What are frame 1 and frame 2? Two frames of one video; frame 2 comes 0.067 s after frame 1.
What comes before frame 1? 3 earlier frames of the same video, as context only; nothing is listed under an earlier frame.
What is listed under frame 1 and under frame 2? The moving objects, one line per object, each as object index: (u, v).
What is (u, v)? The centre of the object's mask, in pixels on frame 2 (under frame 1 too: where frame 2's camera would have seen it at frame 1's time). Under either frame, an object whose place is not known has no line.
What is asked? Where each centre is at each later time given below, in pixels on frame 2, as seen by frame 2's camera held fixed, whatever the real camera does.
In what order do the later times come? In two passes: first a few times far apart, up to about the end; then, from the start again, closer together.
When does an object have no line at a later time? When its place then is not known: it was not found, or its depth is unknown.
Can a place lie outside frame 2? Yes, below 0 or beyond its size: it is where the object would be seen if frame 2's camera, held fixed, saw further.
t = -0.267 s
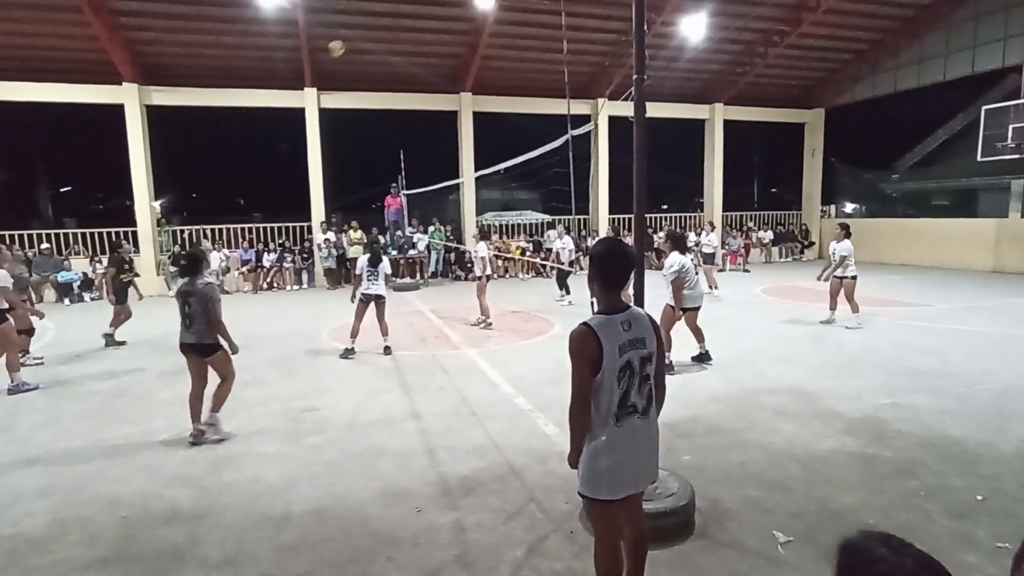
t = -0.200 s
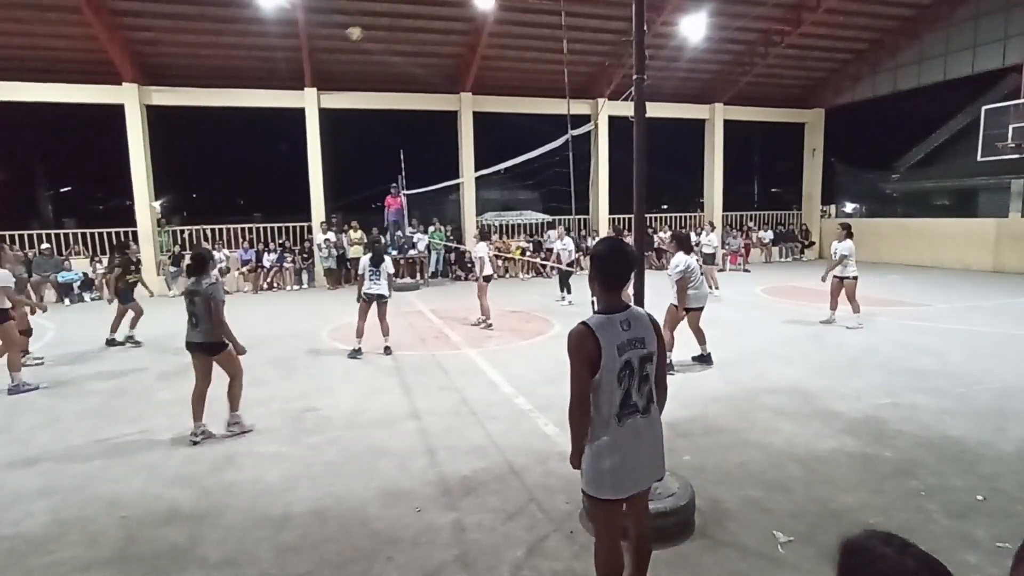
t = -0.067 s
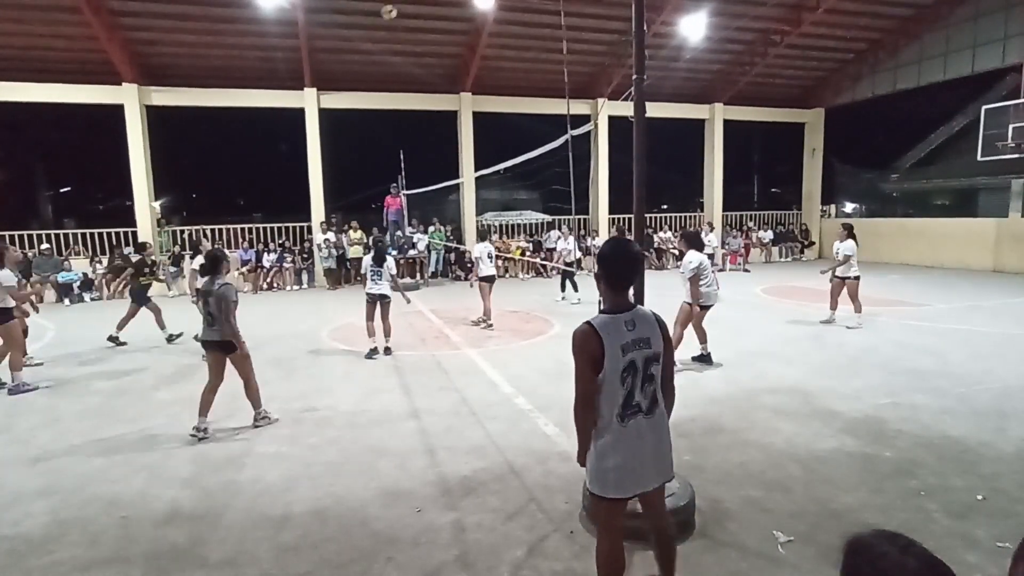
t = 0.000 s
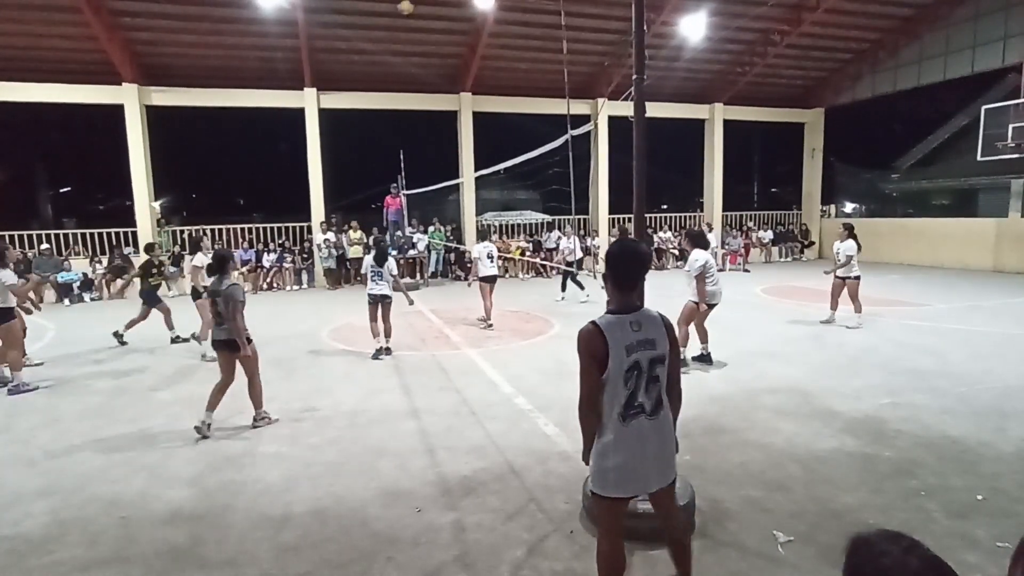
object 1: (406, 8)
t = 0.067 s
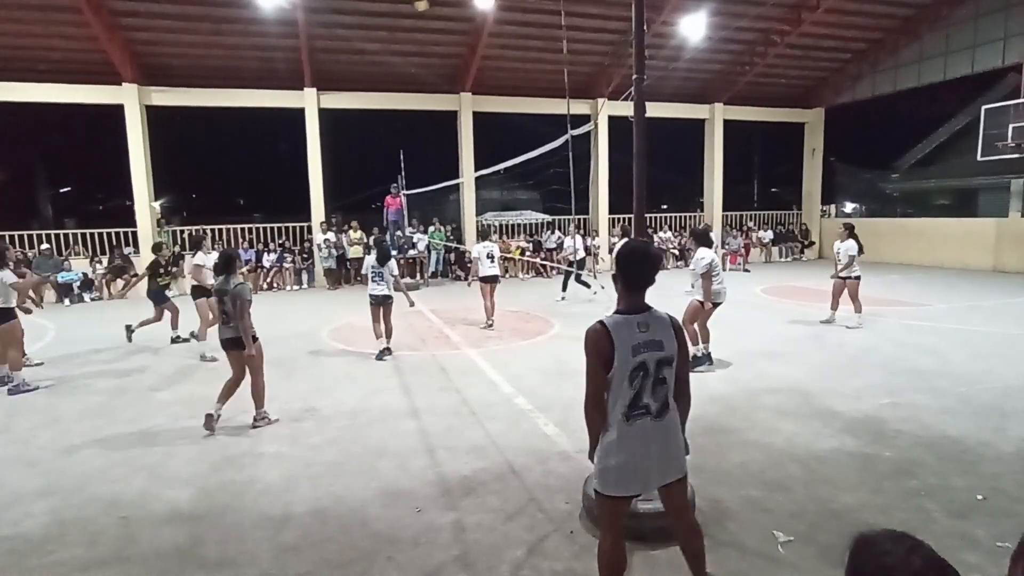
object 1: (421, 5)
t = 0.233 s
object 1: (459, 9)
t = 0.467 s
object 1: (507, 43)
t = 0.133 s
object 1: (437, 5)
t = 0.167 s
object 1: (444, 6)
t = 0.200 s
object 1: (452, 7)
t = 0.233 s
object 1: (459, 9)
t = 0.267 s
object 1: (466, 12)
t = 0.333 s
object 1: (480, 20)
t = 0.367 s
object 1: (487, 26)
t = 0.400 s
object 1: (494, 31)
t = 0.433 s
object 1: (500, 37)
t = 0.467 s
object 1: (507, 43)
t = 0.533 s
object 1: (519, 58)
